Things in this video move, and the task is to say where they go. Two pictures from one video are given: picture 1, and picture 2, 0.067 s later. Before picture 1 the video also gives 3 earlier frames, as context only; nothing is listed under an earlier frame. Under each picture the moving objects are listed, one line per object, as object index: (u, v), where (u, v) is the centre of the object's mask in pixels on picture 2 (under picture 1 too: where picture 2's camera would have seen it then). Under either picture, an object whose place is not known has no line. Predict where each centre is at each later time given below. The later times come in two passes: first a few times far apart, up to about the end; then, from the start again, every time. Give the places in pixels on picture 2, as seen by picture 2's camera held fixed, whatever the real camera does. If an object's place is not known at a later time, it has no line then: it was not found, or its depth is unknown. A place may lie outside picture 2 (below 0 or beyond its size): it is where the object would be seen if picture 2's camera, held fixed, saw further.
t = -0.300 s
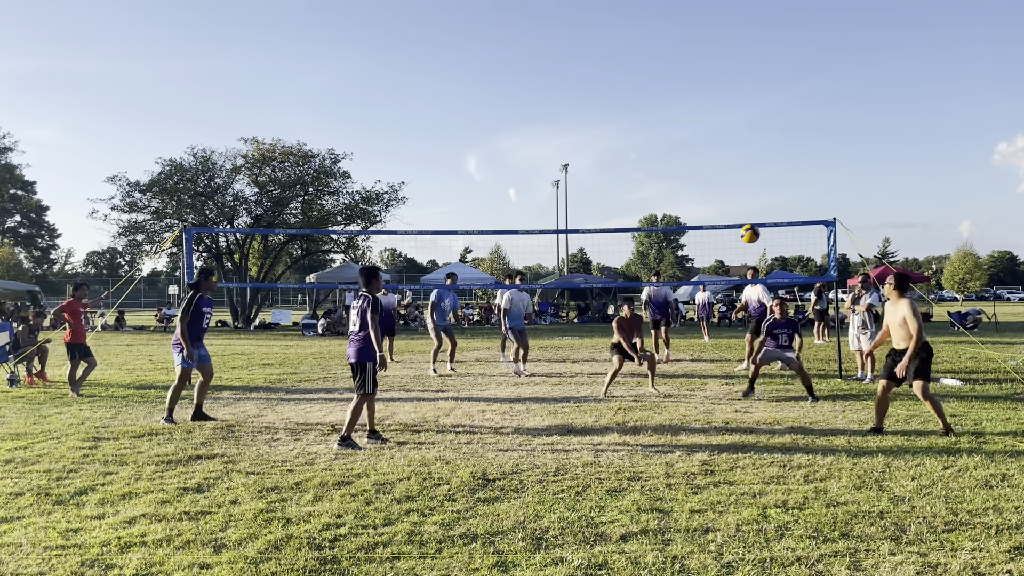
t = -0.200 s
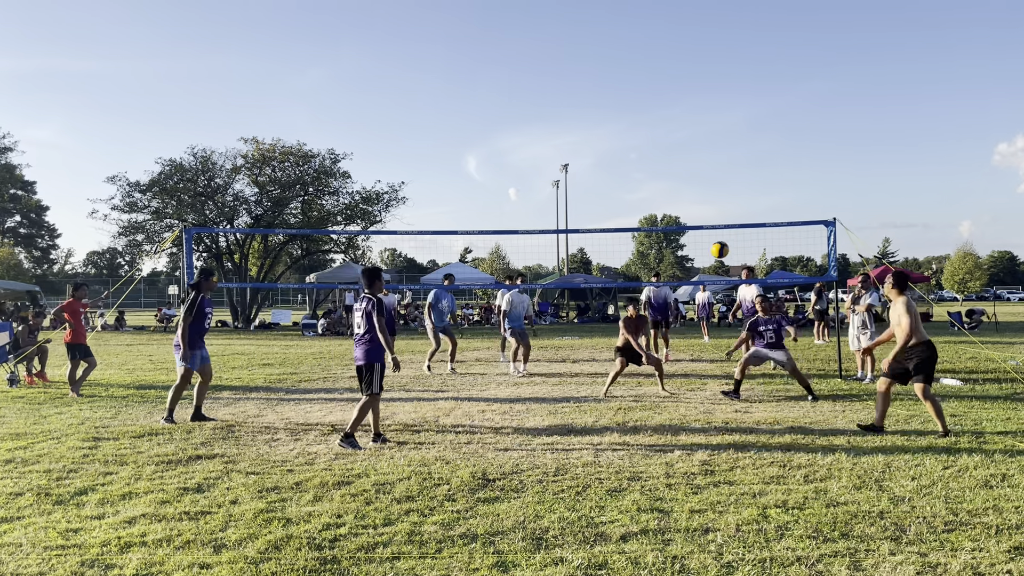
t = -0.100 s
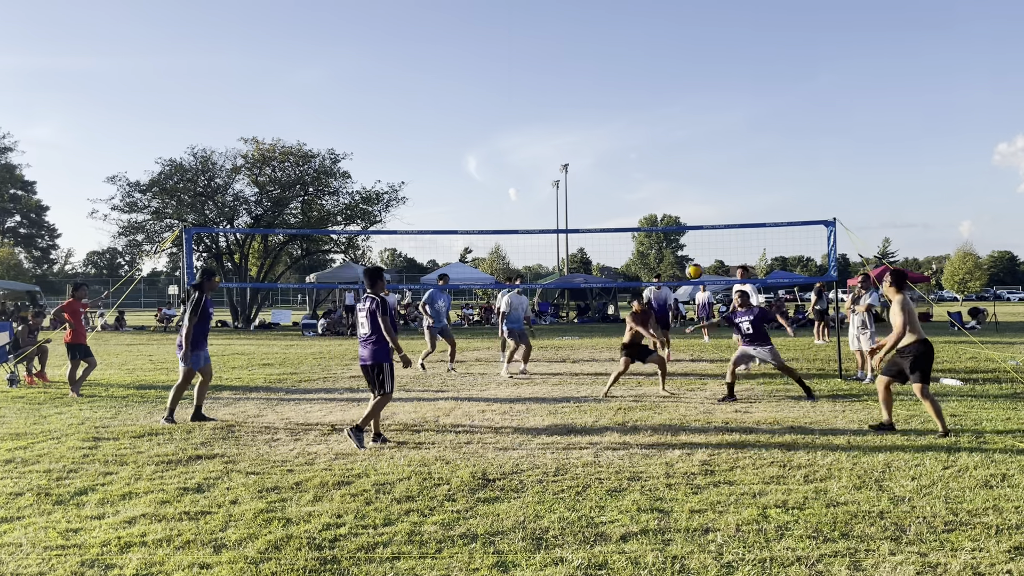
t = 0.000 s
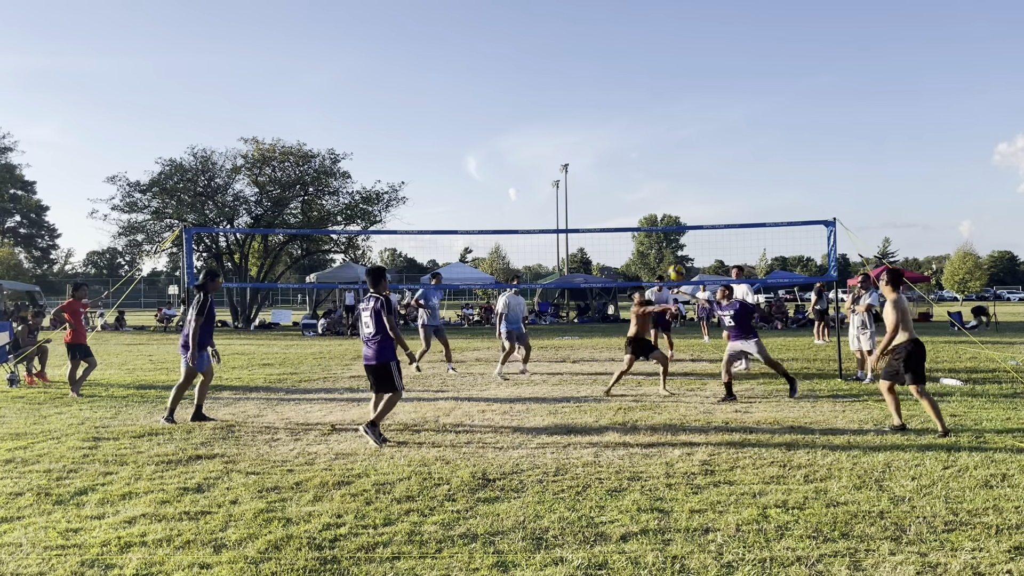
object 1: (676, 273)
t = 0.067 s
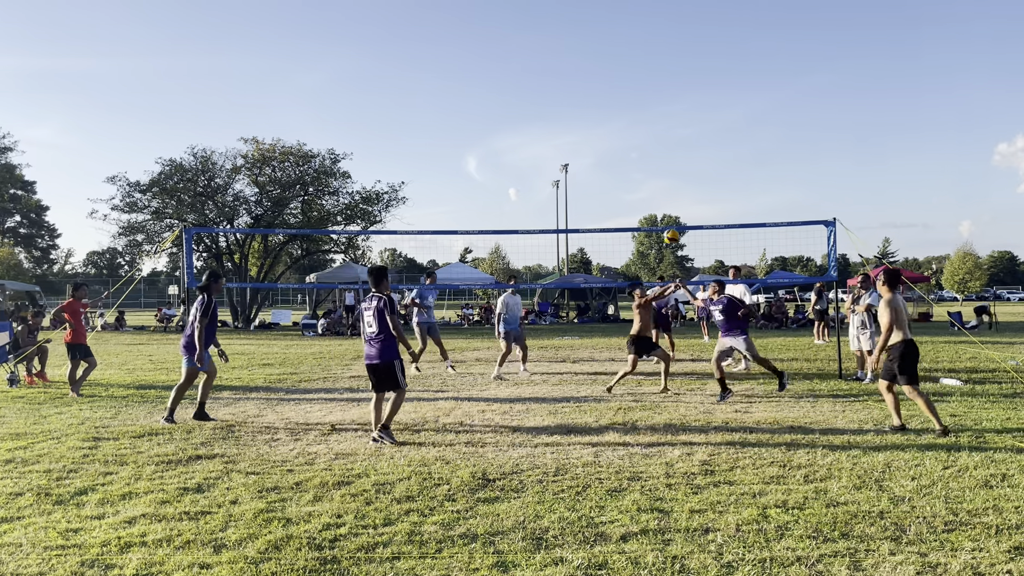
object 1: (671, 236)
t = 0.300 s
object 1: (656, 148)
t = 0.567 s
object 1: (643, 105)
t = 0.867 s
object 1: (631, 113)
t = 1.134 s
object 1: (625, 158)
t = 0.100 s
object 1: (668, 220)
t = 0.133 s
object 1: (667, 205)
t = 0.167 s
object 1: (664, 192)
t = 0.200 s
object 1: (662, 179)
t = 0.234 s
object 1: (659, 168)
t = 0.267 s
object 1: (658, 157)
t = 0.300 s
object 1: (656, 148)
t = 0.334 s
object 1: (654, 140)
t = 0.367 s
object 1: (652, 132)
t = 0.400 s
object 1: (651, 126)
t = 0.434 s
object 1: (649, 120)
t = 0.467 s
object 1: (647, 115)
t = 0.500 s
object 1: (646, 111)
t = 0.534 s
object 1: (644, 108)
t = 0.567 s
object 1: (643, 105)
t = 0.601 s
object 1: (641, 103)
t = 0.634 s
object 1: (640, 102)
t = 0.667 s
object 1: (639, 102)
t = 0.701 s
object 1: (637, 102)
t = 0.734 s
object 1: (636, 103)
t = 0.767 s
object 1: (635, 104)
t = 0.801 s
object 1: (634, 107)
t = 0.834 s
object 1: (632, 109)
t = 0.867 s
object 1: (631, 113)
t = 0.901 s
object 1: (630, 117)
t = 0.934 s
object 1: (629, 121)
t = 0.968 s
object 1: (629, 126)
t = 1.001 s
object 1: (628, 132)
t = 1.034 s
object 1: (627, 138)
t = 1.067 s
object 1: (627, 144)
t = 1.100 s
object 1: (626, 151)
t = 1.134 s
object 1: (625, 158)
